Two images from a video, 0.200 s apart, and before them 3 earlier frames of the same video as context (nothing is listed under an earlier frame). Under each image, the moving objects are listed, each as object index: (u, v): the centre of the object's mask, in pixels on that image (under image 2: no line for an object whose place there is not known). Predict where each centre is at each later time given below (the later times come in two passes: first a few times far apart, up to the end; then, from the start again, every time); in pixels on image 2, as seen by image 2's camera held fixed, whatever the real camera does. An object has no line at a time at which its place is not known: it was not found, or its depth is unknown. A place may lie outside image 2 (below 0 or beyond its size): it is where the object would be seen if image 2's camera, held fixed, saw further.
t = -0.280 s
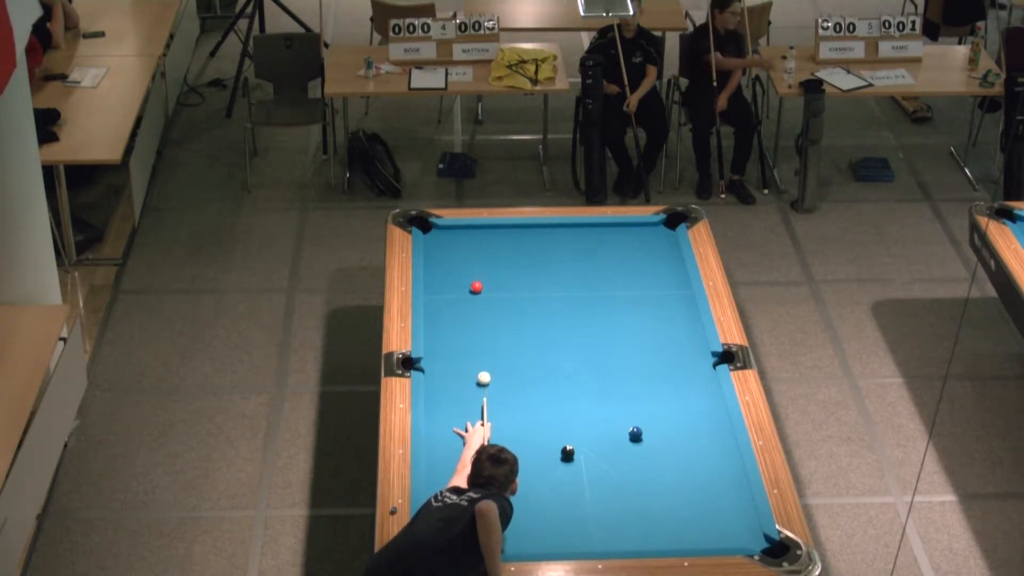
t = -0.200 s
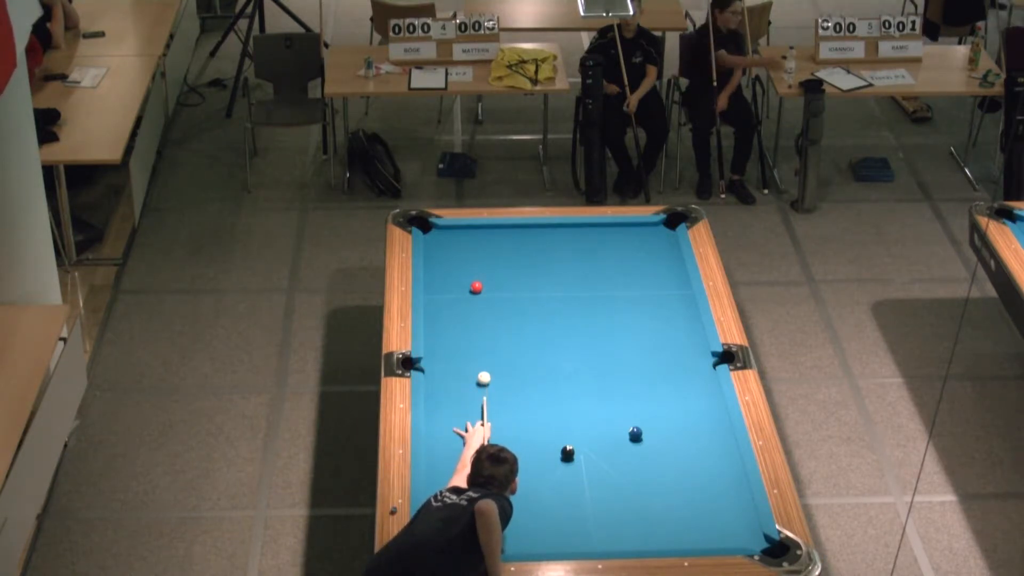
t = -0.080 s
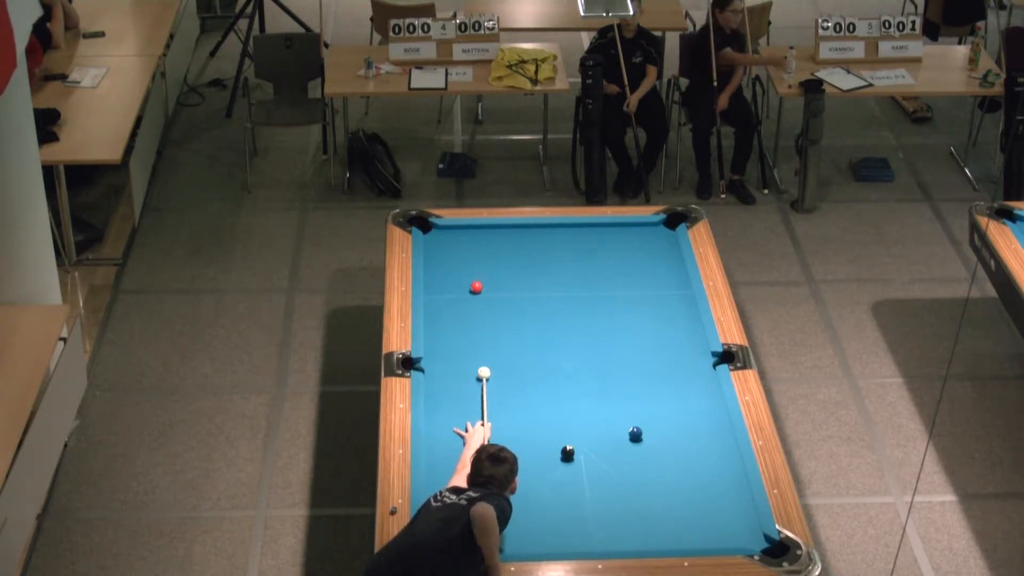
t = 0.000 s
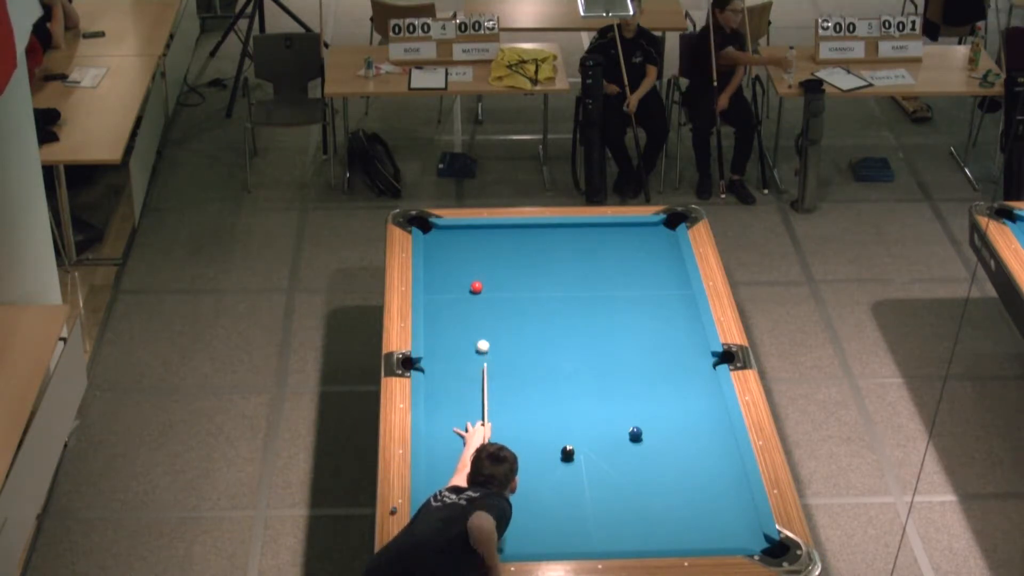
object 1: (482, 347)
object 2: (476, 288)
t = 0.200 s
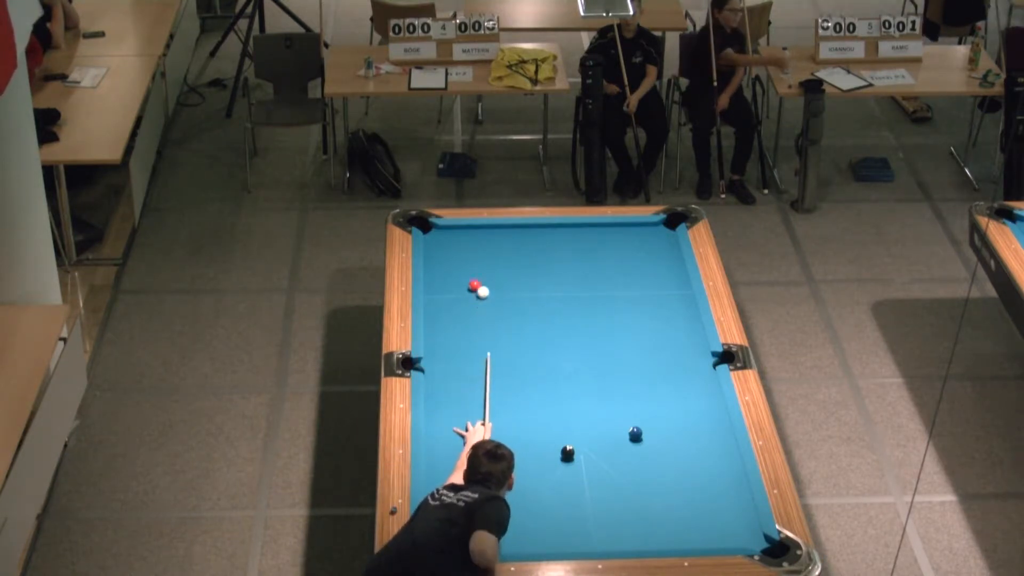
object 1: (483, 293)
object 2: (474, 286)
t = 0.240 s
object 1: (489, 291)
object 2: (468, 278)
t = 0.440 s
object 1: (514, 278)
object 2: (442, 245)
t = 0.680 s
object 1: (540, 260)
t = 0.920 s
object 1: (565, 244)
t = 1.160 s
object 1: (588, 228)
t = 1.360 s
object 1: (605, 232)
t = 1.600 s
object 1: (625, 239)
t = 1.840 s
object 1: (645, 246)
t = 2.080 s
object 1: (664, 253)
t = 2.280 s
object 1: (677, 259)
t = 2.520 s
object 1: (670, 266)
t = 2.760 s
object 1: (663, 272)
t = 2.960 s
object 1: (658, 277)
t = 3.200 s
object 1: (652, 283)
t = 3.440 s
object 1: (646, 288)
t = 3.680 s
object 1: (641, 293)
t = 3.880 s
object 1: (637, 298)
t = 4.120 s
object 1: (632, 302)
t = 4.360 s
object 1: (628, 306)
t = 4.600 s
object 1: (625, 310)
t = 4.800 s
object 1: (622, 313)
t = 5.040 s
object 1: (620, 316)
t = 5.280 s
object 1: (618, 318)
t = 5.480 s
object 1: (616, 320)
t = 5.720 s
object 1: (615, 322)
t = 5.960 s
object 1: (614, 323)
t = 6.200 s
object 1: (613, 323)
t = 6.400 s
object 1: (613, 324)
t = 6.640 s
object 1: (613, 324)
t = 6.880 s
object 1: (613, 323)
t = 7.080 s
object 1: (613, 324)
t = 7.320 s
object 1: (613, 323)
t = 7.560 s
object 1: (613, 324)
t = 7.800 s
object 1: (613, 324)
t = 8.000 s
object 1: (613, 324)
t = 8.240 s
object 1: (613, 323)
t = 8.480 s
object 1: (613, 323)
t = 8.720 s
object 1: (613, 323)
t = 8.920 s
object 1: (613, 323)
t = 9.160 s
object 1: (613, 324)
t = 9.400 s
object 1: (613, 324)
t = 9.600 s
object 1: (613, 324)
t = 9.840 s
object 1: (613, 324)
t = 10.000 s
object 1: (613, 323)
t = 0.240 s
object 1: (489, 291)
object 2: (468, 278)
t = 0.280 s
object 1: (495, 289)
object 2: (462, 271)
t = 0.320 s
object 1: (500, 286)
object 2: (457, 264)
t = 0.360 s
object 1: (505, 284)
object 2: (451, 257)
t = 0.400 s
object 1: (510, 281)
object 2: (447, 251)
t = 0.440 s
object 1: (514, 278)
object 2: (442, 245)
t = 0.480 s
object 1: (518, 275)
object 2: (438, 240)
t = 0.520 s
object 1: (523, 272)
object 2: (434, 235)
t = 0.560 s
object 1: (527, 269)
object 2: (430, 230)
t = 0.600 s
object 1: (531, 266)
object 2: (427, 225)
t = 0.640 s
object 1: (536, 263)
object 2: (420, 226)
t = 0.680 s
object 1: (540, 260)
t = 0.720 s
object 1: (544, 257)
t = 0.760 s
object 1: (549, 254)
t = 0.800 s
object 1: (553, 252)
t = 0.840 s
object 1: (557, 249)
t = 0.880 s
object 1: (561, 246)
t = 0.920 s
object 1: (565, 244)
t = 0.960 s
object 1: (569, 241)
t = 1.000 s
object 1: (573, 238)
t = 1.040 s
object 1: (577, 235)
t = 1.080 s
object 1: (580, 233)
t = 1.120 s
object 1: (584, 230)
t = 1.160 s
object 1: (588, 228)
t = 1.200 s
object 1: (591, 226)
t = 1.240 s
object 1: (595, 228)
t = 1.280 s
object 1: (599, 229)
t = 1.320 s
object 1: (602, 230)
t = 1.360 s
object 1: (605, 232)
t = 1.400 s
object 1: (609, 232)
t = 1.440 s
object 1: (612, 234)
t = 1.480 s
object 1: (616, 235)
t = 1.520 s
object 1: (619, 236)
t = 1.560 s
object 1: (622, 238)
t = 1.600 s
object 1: (625, 239)
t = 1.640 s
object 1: (629, 240)
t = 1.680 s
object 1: (632, 241)
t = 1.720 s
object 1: (635, 242)
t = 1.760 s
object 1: (639, 244)
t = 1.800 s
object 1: (642, 245)
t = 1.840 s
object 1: (645, 246)
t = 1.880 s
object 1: (648, 247)
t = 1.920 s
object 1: (651, 248)
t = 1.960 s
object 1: (655, 250)
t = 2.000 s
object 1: (658, 251)
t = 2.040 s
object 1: (661, 252)
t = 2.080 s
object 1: (664, 253)
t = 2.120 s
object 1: (667, 254)
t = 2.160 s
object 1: (670, 255)
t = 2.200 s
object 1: (674, 256)
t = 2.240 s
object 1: (677, 257)
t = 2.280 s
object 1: (677, 259)
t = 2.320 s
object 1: (676, 260)
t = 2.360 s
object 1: (674, 261)
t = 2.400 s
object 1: (673, 262)
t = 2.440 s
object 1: (672, 263)
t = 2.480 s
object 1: (671, 264)
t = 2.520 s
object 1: (670, 266)
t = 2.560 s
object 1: (668, 267)
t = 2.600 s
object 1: (667, 268)
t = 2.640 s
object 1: (666, 269)
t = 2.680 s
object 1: (665, 270)
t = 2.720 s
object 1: (664, 271)
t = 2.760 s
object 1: (663, 272)
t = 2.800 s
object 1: (662, 273)
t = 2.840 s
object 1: (661, 274)
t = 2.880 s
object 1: (660, 275)
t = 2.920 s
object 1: (659, 276)
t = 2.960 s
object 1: (658, 277)
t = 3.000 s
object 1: (657, 278)
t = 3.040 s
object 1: (656, 279)
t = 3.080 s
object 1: (655, 280)
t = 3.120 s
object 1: (654, 281)
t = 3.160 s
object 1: (653, 282)
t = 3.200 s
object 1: (652, 283)
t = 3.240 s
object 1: (651, 284)
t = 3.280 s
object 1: (650, 285)
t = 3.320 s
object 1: (649, 286)
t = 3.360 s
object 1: (648, 287)
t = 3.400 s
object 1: (647, 287)
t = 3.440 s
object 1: (646, 288)
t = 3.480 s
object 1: (645, 289)
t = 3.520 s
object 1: (644, 290)
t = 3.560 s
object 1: (643, 291)
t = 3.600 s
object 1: (643, 292)
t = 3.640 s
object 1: (642, 293)
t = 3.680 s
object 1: (641, 293)
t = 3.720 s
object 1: (640, 294)
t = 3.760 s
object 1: (639, 295)
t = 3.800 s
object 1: (638, 296)
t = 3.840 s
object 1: (638, 297)
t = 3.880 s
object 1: (637, 298)
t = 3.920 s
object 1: (636, 299)
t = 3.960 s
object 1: (635, 299)
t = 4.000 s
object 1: (634, 300)
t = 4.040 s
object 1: (634, 301)
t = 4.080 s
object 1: (633, 301)
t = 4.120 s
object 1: (632, 302)
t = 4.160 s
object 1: (631, 303)
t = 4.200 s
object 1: (631, 304)
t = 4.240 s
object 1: (630, 304)
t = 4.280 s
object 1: (630, 305)
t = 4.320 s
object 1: (629, 306)
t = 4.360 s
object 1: (628, 306)
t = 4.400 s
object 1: (628, 307)
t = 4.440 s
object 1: (627, 308)
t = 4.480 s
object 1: (627, 308)
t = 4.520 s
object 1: (626, 309)
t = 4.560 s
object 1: (625, 309)
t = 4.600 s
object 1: (625, 310)
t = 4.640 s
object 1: (624, 311)
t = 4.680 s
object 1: (624, 311)
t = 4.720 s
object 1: (623, 312)
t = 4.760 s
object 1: (623, 312)
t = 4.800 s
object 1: (622, 313)
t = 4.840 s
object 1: (622, 313)
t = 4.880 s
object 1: (621, 314)
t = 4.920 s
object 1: (621, 314)
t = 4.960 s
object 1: (621, 315)
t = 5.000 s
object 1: (620, 315)
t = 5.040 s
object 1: (620, 316)
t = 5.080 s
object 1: (620, 316)
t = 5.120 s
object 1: (619, 317)
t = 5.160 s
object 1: (619, 317)
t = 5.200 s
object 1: (618, 317)
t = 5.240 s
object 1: (618, 318)
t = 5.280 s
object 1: (618, 318)
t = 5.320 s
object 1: (617, 318)
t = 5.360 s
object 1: (617, 319)
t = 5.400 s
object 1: (617, 319)
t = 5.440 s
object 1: (616, 319)
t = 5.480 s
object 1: (616, 320)
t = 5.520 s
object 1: (616, 320)
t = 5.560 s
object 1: (616, 320)
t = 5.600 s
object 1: (616, 321)
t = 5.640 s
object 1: (615, 321)
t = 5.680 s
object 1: (615, 321)
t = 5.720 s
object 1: (615, 322)
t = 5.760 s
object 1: (615, 322)
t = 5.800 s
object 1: (615, 322)
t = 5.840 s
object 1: (614, 322)
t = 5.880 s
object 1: (614, 322)
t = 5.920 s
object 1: (614, 323)
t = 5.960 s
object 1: (614, 323)
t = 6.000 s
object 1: (614, 323)
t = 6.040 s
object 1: (614, 323)
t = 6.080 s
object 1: (614, 323)
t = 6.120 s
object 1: (614, 323)
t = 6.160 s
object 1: (613, 323)
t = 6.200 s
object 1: (613, 323)
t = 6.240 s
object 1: (613, 323)
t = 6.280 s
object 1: (613, 323)
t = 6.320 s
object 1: (613, 324)
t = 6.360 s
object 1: (613, 324)
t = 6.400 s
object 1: (613, 324)
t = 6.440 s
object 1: (613, 324)
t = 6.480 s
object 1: (613, 324)
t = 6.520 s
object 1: (613, 324)
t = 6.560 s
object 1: (613, 324)
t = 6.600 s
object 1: (613, 323)
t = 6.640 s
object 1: (613, 324)
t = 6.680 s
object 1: (613, 323)
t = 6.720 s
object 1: (613, 323)
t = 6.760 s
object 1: (613, 324)
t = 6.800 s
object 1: (613, 324)
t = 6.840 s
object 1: (613, 324)
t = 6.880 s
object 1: (613, 323)
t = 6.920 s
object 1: (613, 323)
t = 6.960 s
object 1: (613, 323)
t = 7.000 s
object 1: (613, 324)
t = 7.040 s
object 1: (613, 323)
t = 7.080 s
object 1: (613, 324)
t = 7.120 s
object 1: (613, 323)
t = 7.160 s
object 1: (613, 324)
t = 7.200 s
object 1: (613, 324)
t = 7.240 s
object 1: (613, 324)
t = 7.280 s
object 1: (613, 324)
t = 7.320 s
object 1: (613, 323)
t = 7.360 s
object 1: (613, 324)
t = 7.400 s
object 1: (613, 324)
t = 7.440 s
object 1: (613, 324)
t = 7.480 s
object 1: (613, 324)
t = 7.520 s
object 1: (613, 324)
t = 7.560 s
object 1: (613, 324)
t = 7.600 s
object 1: (613, 324)
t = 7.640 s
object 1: (613, 324)
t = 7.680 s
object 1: (613, 324)
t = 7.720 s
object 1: (613, 324)
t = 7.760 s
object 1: (613, 324)
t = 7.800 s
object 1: (613, 324)
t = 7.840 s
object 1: (613, 324)
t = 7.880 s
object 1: (613, 324)
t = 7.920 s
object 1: (613, 324)
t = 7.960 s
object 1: (613, 324)
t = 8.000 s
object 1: (613, 324)
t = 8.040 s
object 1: (613, 324)
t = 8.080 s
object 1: (613, 324)
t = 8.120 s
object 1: (613, 324)
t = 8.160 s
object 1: (613, 324)
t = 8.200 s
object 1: (613, 324)
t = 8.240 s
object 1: (613, 323)
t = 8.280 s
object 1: (613, 324)
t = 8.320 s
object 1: (613, 323)
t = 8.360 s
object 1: (613, 323)
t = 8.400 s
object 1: (613, 324)
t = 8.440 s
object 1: (613, 324)
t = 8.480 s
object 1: (613, 323)
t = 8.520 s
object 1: (613, 324)
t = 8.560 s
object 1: (613, 324)
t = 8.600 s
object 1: (613, 324)
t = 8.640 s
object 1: (613, 324)
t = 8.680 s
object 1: (613, 324)
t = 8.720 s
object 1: (613, 323)
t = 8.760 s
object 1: (613, 323)
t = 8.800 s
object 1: (613, 324)
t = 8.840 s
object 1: (613, 324)
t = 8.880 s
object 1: (613, 324)
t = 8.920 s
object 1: (613, 323)
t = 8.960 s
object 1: (613, 324)
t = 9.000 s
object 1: (613, 324)
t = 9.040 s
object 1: (613, 324)
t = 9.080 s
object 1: (613, 324)
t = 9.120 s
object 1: (613, 324)
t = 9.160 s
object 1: (613, 324)
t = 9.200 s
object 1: (613, 324)
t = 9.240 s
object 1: (613, 324)
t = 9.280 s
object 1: (613, 324)
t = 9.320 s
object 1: (613, 324)
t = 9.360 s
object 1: (613, 324)
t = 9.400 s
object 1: (613, 324)
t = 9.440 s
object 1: (613, 324)
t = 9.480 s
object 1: (613, 324)
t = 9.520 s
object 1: (613, 324)
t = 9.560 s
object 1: (613, 324)
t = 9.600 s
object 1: (613, 324)
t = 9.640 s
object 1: (613, 324)
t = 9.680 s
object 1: (613, 324)
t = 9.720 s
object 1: (613, 324)
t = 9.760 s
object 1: (613, 324)
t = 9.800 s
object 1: (613, 324)
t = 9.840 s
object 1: (613, 324)
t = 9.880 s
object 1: (613, 324)
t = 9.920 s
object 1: (613, 324)
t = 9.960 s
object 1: (613, 324)
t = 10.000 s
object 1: (613, 323)
